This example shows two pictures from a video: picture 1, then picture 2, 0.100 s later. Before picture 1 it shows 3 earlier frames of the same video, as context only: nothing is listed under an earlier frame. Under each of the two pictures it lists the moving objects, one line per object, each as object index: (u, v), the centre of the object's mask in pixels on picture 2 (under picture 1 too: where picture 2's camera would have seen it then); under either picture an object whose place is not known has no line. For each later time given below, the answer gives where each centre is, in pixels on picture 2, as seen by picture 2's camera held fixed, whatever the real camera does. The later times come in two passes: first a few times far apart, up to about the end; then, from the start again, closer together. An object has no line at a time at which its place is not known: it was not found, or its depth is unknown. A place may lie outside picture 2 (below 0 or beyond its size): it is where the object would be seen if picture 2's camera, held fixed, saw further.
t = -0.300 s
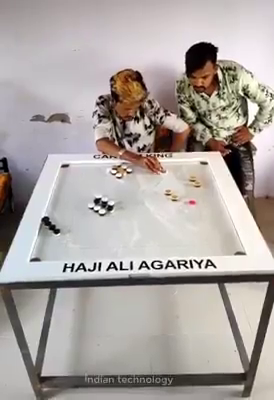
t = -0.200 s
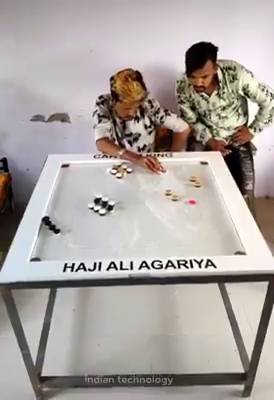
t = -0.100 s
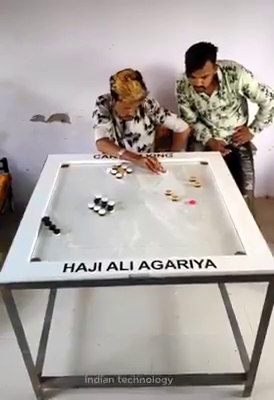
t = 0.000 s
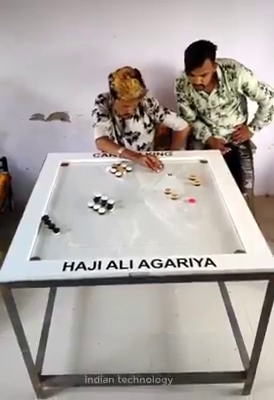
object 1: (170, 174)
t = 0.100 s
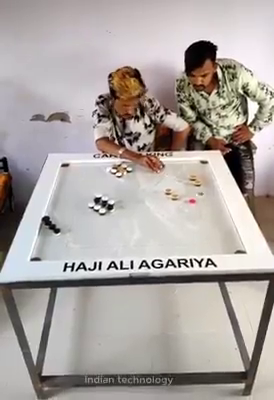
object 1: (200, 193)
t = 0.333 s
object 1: (192, 247)
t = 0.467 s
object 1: (161, 229)
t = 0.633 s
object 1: (127, 200)
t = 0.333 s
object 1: (192, 247)
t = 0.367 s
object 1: (184, 249)
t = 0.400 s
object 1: (176, 241)
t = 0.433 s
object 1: (168, 234)
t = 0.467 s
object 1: (161, 229)
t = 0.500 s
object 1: (153, 222)
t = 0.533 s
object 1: (146, 216)
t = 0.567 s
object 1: (139, 211)
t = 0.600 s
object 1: (133, 205)
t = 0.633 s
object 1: (127, 200)
